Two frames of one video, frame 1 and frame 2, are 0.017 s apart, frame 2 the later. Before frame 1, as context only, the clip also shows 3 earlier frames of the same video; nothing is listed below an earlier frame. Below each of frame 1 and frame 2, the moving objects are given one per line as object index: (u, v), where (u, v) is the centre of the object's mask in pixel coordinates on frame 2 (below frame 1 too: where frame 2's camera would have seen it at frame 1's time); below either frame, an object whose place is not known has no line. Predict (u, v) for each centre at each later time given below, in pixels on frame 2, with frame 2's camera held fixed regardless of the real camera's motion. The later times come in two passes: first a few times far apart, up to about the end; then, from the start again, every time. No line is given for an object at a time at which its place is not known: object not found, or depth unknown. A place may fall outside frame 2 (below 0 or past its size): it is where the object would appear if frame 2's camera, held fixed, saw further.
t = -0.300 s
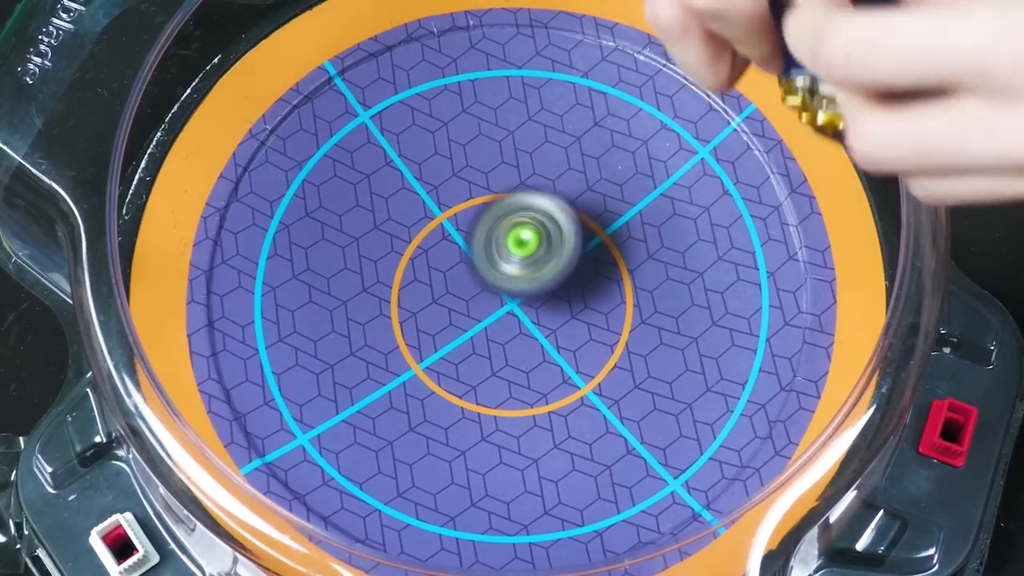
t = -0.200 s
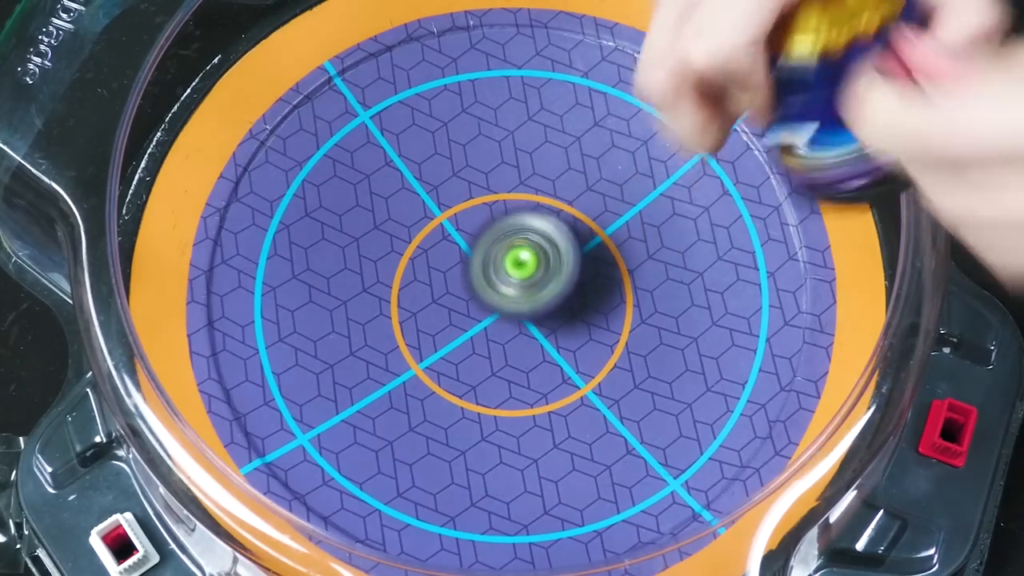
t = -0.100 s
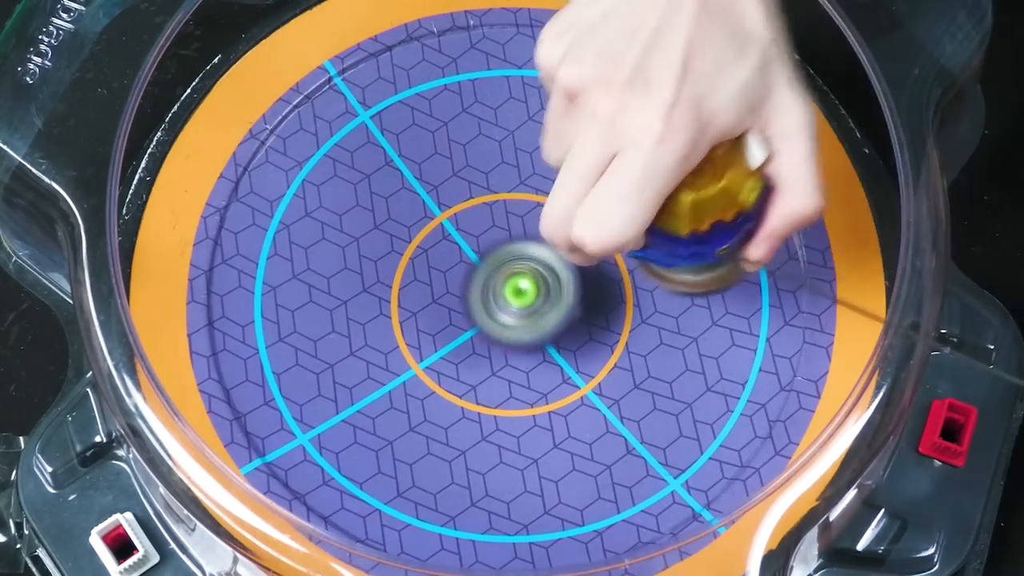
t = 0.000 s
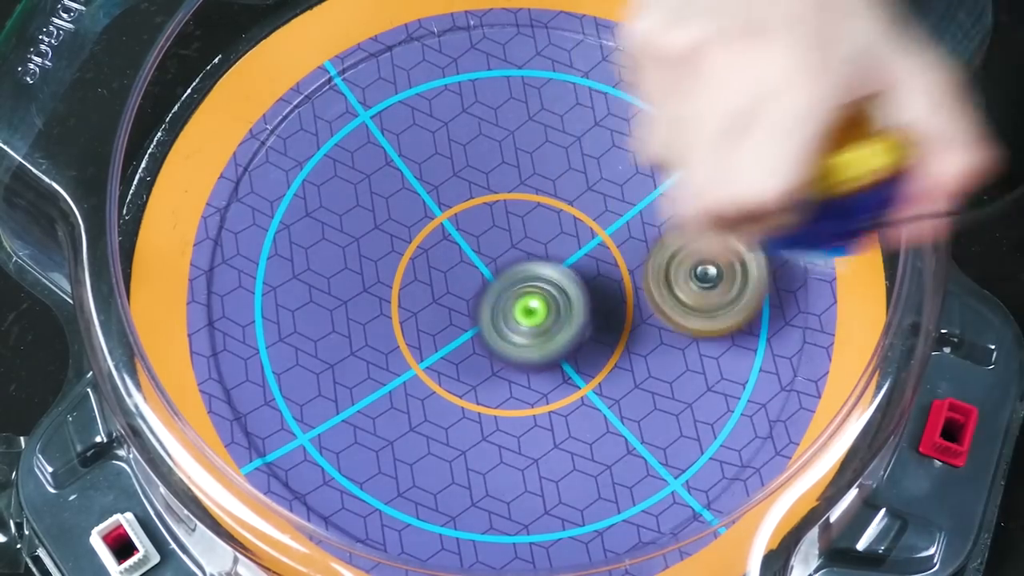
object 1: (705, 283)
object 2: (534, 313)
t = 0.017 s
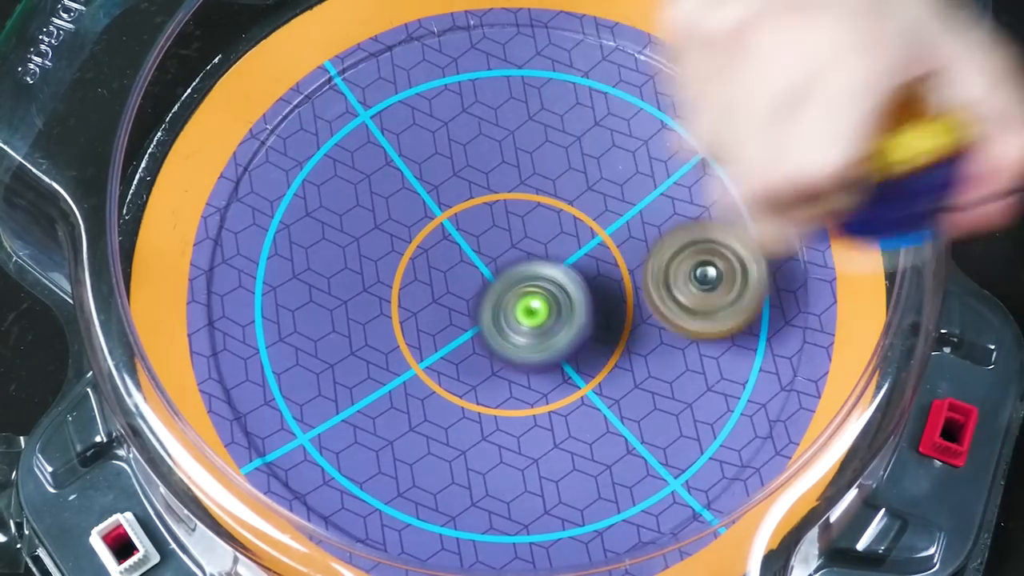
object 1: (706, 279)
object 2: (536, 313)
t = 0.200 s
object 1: (676, 307)
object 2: (510, 298)
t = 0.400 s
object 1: (630, 246)
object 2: (425, 290)
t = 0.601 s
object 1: (509, 232)
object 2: (445, 344)
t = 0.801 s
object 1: (502, 212)
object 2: (459, 495)
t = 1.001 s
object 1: (532, 307)
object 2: (544, 452)
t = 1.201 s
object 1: (546, 162)
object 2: (559, 465)
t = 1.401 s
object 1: (439, 125)
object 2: (485, 324)
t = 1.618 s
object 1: (325, 168)
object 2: (435, 326)
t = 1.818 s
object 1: (376, 178)
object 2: (488, 464)
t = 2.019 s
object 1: (380, 185)
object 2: (563, 464)
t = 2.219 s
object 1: (422, 220)
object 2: (554, 304)
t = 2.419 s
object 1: (314, 67)
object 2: (655, 322)
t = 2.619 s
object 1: (270, 82)
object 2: (637, 273)
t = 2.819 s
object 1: (375, 199)
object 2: (515, 203)
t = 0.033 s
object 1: (705, 284)
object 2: (536, 313)
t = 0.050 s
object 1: (703, 292)
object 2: (536, 314)
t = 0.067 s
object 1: (700, 298)
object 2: (537, 313)
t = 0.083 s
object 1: (696, 300)
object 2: (537, 314)
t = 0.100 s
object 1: (691, 303)
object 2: (538, 312)
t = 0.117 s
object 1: (685, 307)
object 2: (538, 311)
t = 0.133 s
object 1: (678, 307)
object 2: (539, 308)
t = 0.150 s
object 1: (672, 309)
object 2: (539, 308)
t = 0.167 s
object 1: (672, 310)
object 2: (531, 305)
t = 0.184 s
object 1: (675, 309)
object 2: (521, 301)
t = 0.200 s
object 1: (676, 307)
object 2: (510, 298)
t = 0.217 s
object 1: (677, 306)
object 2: (499, 295)
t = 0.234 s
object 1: (677, 301)
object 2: (490, 292)
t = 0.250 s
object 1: (677, 299)
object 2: (480, 291)
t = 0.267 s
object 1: (676, 295)
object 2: (472, 289)
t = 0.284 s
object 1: (675, 291)
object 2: (463, 287)
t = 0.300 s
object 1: (673, 285)
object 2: (458, 286)
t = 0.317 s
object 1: (670, 280)
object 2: (450, 284)
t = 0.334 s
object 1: (664, 273)
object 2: (445, 284)
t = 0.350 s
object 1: (657, 267)
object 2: (440, 285)
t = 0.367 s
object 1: (649, 260)
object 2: (434, 286)
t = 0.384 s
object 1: (640, 253)
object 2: (428, 288)
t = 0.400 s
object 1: (630, 246)
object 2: (425, 290)
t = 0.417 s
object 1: (621, 241)
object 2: (421, 294)
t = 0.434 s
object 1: (611, 235)
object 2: (418, 298)
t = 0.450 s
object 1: (601, 231)
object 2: (416, 303)
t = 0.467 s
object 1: (591, 228)
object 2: (416, 306)
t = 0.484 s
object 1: (581, 225)
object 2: (416, 311)
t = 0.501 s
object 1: (570, 223)
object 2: (419, 317)
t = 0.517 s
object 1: (560, 222)
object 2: (421, 322)
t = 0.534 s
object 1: (550, 222)
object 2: (425, 329)
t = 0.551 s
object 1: (539, 222)
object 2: (428, 333)
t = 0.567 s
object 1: (529, 225)
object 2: (434, 336)
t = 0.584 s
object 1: (518, 228)
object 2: (440, 339)
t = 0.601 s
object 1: (509, 232)
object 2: (445, 344)
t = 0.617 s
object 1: (501, 237)
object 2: (451, 349)
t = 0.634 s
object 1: (495, 239)
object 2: (453, 359)
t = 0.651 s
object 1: (493, 232)
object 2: (451, 380)
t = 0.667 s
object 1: (494, 225)
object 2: (448, 402)
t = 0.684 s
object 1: (495, 219)
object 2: (448, 420)
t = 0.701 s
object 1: (495, 213)
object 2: (445, 435)
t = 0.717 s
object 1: (497, 211)
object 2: (446, 450)
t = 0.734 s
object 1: (497, 208)
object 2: (447, 463)
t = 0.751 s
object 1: (498, 208)
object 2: (449, 473)
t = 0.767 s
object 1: (499, 208)
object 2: (451, 482)
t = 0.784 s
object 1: (501, 210)
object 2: (455, 490)
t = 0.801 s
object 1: (502, 212)
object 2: (459, 495)
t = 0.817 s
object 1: (504, 217)
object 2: (463, 497)
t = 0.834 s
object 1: (506, 222)
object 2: (470, 499)
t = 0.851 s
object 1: (509, 228)
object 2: (477, 499)
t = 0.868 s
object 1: (510, 235)
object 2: (485, 498)
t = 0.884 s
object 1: (514, 243)
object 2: (494, 496)
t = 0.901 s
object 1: (516, 253)
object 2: (502, 493)
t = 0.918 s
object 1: (519, 262)
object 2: (512, 488)
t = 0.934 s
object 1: (522, 272)
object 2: (519, 482)
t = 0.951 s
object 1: (523, 280)
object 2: (526, 475)
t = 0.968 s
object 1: (527, 289)
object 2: (532, 468)
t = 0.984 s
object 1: (530, 298)
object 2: (538, 460)
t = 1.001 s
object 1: (532, 307)
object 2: (544, 452)
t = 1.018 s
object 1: (535, 314)
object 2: (549, 442)
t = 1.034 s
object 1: (537, 316)
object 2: (553, 441)
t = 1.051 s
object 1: (542, 298)
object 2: (555, 449)
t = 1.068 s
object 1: (544, 282)
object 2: (557, 462)
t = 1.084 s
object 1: (547, 264)
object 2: (558, 471)
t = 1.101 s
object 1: (547, 248)
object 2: (559, 477)
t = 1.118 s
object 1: (549, 232)
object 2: (560, 480)
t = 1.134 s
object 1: (550, 215)
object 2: (560, 482)
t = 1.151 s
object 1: (550, 201)
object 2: (560, 481)
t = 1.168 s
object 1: (549, 187)
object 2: (559, 479)
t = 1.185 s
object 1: (549, 174)
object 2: (559, 472)
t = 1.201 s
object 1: (546, 162)
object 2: (559, 465)
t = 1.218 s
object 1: (544, 152)
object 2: (556, 456)
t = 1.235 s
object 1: (539, 142)
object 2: (553, 446)
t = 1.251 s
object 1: (535, 134)
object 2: (550, 435)
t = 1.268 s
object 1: (528, 127)
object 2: (546, 422)
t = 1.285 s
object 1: (520, 122)
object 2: (540, 410)
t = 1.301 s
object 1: (511, 117)
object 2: (534, 398)
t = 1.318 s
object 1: (501, 114)
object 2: (527, 384)
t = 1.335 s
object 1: (488, 113)
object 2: (519, 372)
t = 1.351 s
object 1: (478, 115)
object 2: (512, 360)
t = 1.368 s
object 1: (464, 117)
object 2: (503, 349)
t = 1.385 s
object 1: (453, 121)
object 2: (494, 336)
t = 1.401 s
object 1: (439, 125)
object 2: (485, 324)
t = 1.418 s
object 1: (427, 134)
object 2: (477, 313)
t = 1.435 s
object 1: (415, 141)
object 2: (470, 302)
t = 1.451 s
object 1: (404, 152)
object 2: (462, 290)
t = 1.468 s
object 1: (393, 161)
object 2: (458, 281)
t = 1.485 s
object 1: (383, 174)
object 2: (453, 273)
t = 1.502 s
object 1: (373, 174)
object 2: (450, 277)
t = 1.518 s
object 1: (361, 166)
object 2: (448, 285)
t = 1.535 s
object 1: (351, 162)
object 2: (445, 297)
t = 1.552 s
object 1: (343, 158)
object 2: (442, 304)
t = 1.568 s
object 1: (337, 158)
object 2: (440, 310)
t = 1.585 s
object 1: (331, 161)
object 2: (438, 317)
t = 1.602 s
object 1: (328, 163)
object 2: (437, 322)
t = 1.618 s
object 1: (325, 168)
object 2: (435, 326)
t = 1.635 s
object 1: (325, 177)
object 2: (434, 329)
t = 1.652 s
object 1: (328, 185)
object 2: (433, 331)
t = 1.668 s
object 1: (333, 195)
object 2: (432, 334)
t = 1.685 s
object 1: (340, 209)
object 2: (431, 336)
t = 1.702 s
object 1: (347, 220)
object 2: (431, 337)
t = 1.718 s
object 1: (354, 231)
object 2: (430, 339)
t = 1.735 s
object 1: (361, 233)
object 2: (436, 355)
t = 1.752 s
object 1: (364, 220)
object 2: (445, 379)
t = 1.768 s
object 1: (366, 206)
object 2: (457, 403)
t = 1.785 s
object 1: (369, 195)
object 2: (467, 427)
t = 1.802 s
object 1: (372, 187)
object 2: (477, 446)
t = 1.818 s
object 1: (376, 178)
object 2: (488, 464)
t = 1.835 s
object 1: (376, 172)
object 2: (497, 475)
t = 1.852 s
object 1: (377, 168)
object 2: (506, 487)
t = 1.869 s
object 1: (380, 167)
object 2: (515, 496)
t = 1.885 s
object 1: (380, 164)
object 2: (523, 502)
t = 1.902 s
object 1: (380, 162)
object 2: (531, 504)
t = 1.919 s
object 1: (381, 163)
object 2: (538, 505)
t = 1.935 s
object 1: (380, 165)
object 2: (544, 503)
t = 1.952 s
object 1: (379, 167)
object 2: (550, 497)
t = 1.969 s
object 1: (378, 172)
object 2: (555, 490)
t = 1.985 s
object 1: (378, 178)
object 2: (558, 482)
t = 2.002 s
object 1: (379, 182)
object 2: (561, 472)
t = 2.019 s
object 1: (380, 185)
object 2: (563, 464)
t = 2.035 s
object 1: (381, 189)
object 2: (563, 453)
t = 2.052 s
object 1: (383, 193)
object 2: (563, 443)
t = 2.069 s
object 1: (386, 197)
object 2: (563, 433)
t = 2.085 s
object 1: (389, 202)
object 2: (563, 419)
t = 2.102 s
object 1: (394, 207)
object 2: (563, 405)
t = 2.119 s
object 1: (399, 211)
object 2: (563, 390)
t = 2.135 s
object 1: (403, 212)
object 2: (562, 376)
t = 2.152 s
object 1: (408, 216)
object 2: (561, 362)
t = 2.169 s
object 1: (413, 220)
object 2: (560, 347)
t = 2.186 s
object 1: (415, 219)
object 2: (559, 333)
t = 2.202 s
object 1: (419, 218)
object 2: (556, 319)
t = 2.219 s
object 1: (422, 220)
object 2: (554, 304)
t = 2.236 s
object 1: (425, 218)
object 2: (551, 290)
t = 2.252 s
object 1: (429, 215)
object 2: (547, 276)
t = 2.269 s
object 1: (425, 207)
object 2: (553, 273)
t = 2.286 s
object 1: (409, 184)
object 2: (570, 279)
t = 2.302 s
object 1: (395, 165)
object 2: (587, 288)
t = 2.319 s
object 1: (379, 143)
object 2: (602, 295)
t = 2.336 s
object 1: (366, 125)
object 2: (615, 301)
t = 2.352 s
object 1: (354, 110)
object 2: (627, 308)
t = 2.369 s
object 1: (344, 96)
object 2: (636, 312)
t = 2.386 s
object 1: (332, 83)
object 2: (644, 317)
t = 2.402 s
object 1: (323, 73)
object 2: (650, 320)
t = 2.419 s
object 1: (314, 67)
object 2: (655, 322)
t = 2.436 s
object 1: (307, 66)
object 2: (659, 321)
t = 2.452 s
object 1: (301, 66)
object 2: (662, 322)
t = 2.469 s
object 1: (295, 64)
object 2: (663, 322)
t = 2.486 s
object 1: (290, 63)
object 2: (665, 320)
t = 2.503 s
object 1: (285, 62)
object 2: (664, 318)
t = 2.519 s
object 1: (282, 63)
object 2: (663, 314)
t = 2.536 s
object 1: (278, 64)
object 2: (662, 309)
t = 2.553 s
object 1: (275, 66)
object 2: (658, 303)
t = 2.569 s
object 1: (273, 70)
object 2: (654, 297)
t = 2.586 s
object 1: (271, 73)
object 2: (649, 289)
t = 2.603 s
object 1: (270, 78)
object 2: (643, 281)
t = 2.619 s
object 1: (270, 82)
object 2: (637, 273)
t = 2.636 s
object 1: (271, 87)
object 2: (629, 264)
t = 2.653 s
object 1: (273, 91)
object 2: (621, 256)
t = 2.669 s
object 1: (276, 96)
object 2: (611, 247)
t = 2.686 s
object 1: (280, 102)
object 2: (601, 241)
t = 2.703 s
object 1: (287, 110)
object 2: (591, 235)
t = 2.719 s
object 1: (295, 122)
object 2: (578, 229)
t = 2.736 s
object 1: (305, 134)
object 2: (568, 223)
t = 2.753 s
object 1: (316, 148)
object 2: (558, 218)
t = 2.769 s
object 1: (327, 160)
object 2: (548, 214)
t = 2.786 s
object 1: (340, 173)
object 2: (537, 210)
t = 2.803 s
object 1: (356, 186)
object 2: (526, 206)
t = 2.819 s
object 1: (375, 199)
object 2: (515, 203)
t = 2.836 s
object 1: (384, 209)
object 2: (514, 201)
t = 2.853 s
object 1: (372, 219)
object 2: (534, 199)
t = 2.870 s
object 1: (363, 230)
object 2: (555, 198)
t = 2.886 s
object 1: (354, 238)
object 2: (572, 195)
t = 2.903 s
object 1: (347, 245)
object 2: (588, 195)
